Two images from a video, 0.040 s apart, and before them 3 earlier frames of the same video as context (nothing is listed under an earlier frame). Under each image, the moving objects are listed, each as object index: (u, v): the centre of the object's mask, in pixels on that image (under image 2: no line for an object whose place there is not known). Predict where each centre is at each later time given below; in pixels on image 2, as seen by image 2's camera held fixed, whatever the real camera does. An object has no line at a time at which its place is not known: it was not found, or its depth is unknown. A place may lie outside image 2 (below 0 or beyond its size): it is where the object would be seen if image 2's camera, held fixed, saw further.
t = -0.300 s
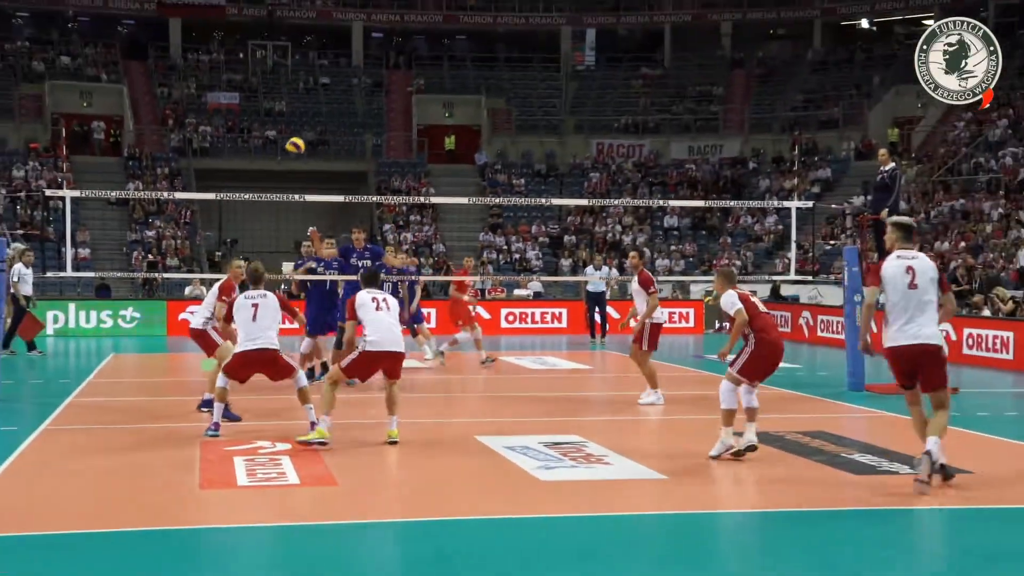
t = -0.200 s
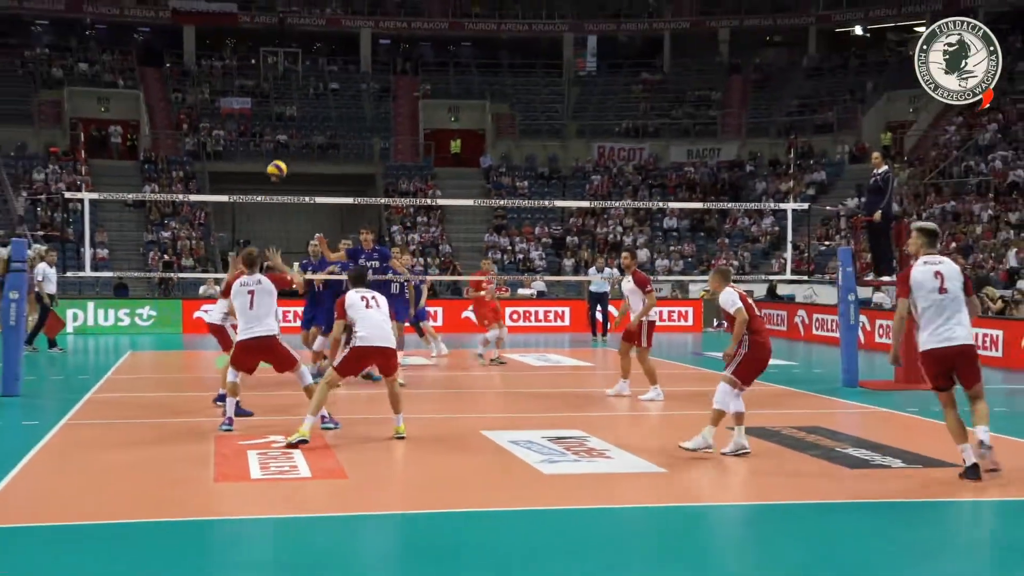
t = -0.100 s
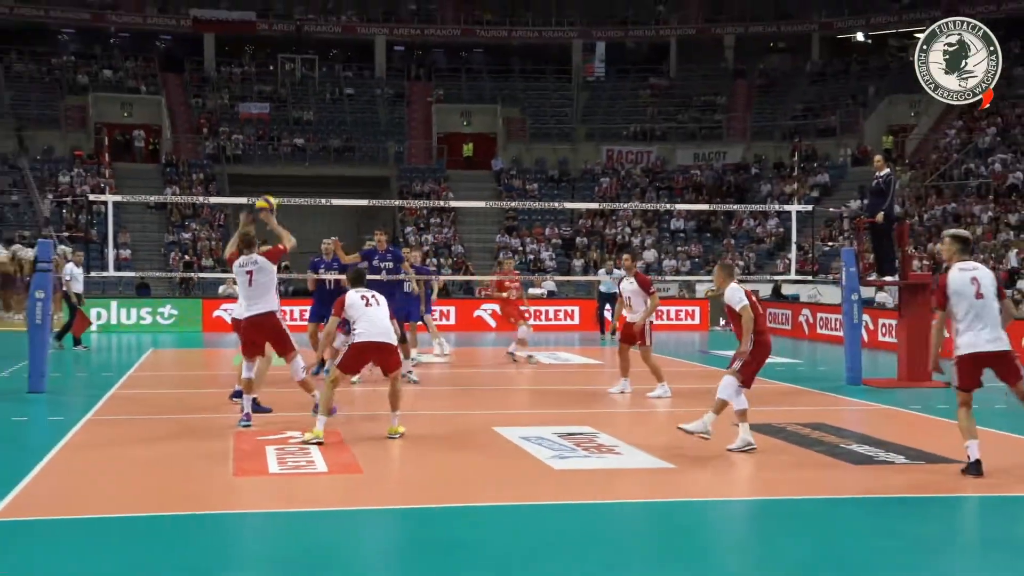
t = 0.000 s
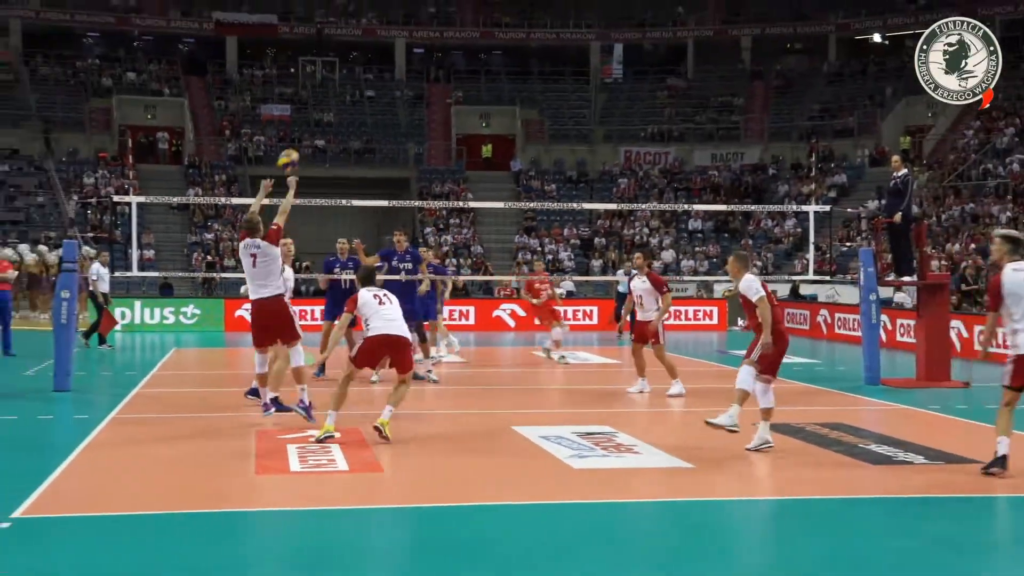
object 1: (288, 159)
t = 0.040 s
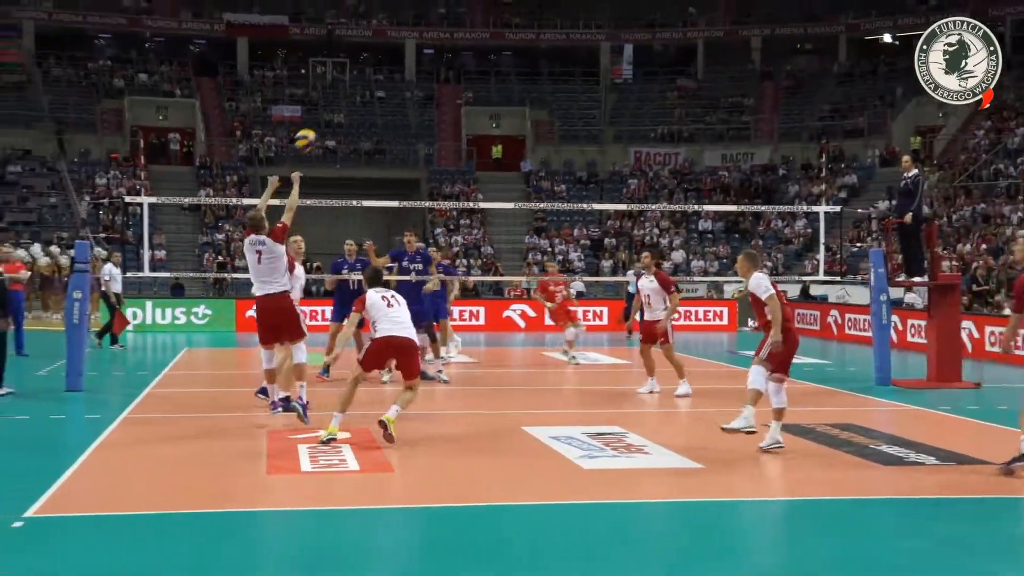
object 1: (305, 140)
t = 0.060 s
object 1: (308, 131)
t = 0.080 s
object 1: (312, 120)
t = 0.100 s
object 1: (315, 111)
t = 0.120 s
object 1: (319, 103)
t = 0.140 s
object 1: (322, 94)
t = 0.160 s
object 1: (325, 87)
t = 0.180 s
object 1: (331, 80)
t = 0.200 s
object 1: (336, 73)
